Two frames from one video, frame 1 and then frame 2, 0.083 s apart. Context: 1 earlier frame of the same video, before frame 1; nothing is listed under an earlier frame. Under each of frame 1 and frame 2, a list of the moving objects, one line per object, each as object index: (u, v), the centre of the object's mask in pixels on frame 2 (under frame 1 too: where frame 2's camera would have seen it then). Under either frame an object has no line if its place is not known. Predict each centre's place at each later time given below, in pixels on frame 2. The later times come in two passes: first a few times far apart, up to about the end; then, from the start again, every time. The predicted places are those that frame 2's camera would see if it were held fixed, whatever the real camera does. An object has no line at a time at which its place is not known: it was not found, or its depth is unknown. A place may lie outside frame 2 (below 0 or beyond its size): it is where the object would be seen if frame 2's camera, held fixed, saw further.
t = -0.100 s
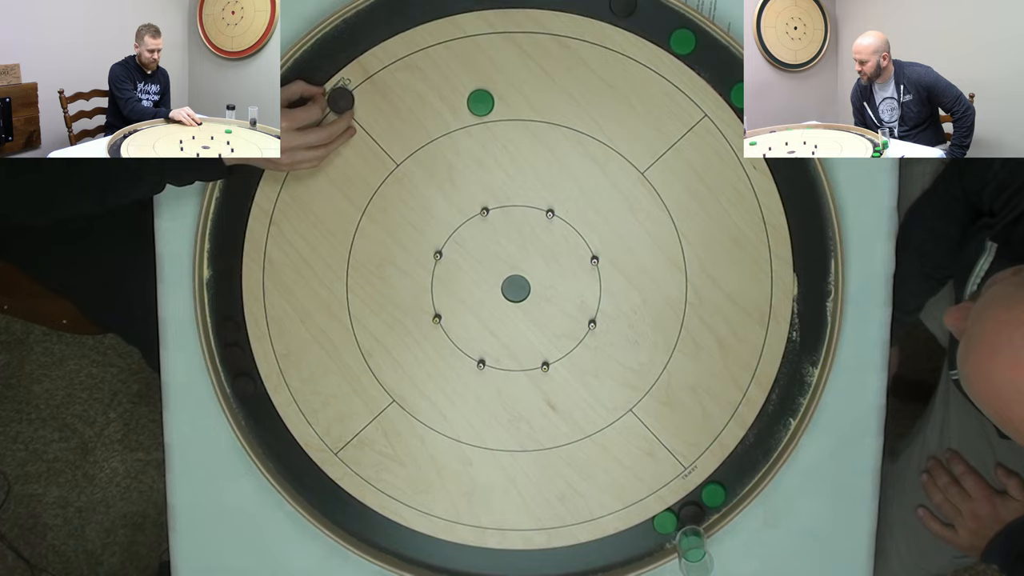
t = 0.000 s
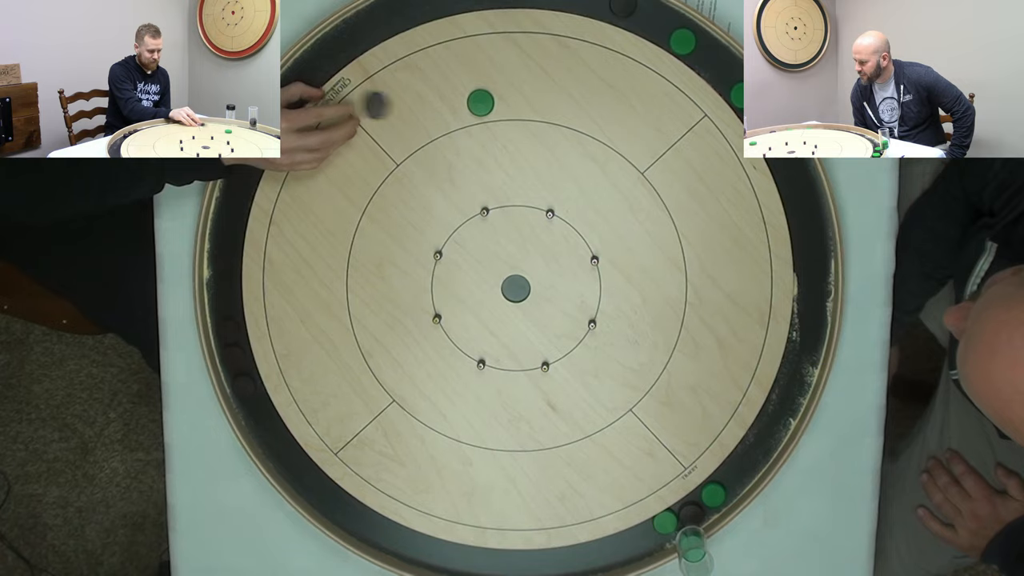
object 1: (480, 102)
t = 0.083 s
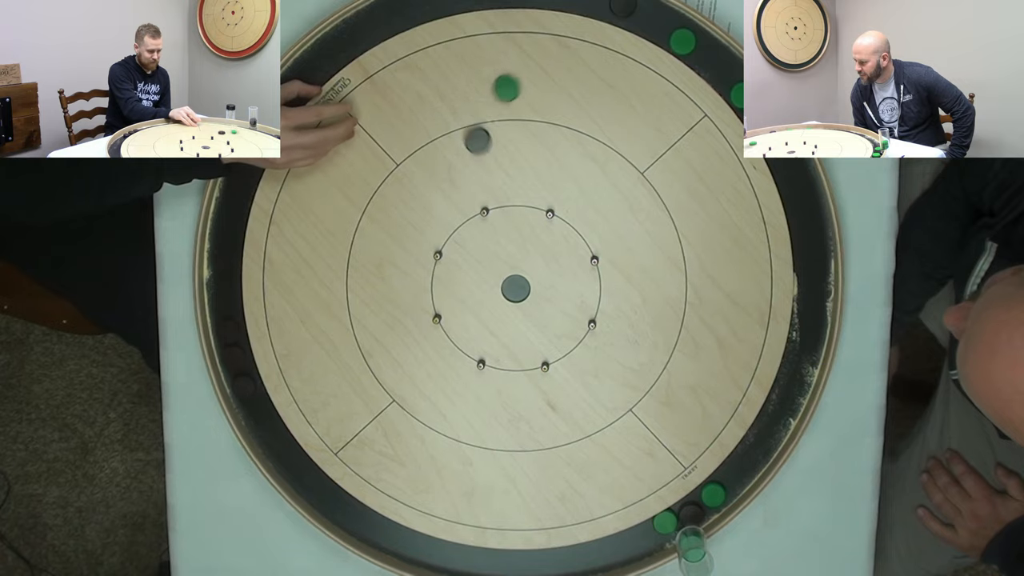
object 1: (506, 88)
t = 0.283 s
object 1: (653, 16)
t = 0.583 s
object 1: (664, 22)
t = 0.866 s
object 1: (665, 23)
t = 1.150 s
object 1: (665, 23)
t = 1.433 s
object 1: (665, 23)
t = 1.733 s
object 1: (665, 23)
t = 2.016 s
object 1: (665, 23)
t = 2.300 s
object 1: (665, 23)
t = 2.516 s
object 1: (665, 23)
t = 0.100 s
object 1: (521, 79)
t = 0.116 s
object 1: (535, 71)
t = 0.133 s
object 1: (548, 63)
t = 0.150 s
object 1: (563, 55)
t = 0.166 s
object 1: (576, 48)
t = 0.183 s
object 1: (589, 40)
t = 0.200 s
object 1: (602, 33)
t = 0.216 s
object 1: (616, 25)
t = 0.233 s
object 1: (627, 18)
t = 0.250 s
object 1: (640, 12)
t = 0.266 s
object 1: (649, 11)
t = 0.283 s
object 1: (653, 16)
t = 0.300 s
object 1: (656, 24)
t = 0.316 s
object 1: (658, 29)
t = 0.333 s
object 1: (659, 28)
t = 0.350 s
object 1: (660, 25)
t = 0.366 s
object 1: (662, 23)
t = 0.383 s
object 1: (663, 21)
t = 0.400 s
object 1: (664, 19)
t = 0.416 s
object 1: (665, 18)
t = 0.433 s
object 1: (666, 18)
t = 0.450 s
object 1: (666, 18)
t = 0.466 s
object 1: (666, 20)
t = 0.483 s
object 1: (665, 21)
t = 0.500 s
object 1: (665, 21)
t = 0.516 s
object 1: (665, 22)
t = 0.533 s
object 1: (665, 22)
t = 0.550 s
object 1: (665, 22)
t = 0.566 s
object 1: (665, 22)
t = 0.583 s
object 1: (664, 22)
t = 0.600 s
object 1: (665, 22)
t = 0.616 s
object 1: (665, 23)
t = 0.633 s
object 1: (665, 23)
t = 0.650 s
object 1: (665, 23)
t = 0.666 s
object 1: (665, 23)
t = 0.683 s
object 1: (665, 23)
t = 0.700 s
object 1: (665, 23)
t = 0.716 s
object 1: (665, 23)
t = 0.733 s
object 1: (665, 23)
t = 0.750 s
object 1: (665, 23)
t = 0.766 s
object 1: (665, 23)
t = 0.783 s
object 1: (665, 23)
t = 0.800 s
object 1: (665, 23)
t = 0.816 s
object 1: (665, 23)
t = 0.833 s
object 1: (665, 23)
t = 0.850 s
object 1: (665, 23)
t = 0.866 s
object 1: (665, 23)
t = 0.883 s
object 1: (665, 23)
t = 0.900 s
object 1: (665, 23)
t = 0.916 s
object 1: (665, 23)
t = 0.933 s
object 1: (665, 23)
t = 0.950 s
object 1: (665, 23)
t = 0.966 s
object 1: (665, 23)
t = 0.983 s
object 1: (665, 23)
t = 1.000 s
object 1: (665, 23)
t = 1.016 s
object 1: (665, 23)
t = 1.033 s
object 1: (665, 23)
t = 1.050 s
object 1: (665, 23)
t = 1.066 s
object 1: (665, 23)
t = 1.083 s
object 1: (665, 23)
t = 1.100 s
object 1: (665, 23)
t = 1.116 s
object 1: (665, 23)
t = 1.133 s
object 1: (665, 23)
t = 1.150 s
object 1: (665, 23)
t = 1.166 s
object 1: (665, 23)
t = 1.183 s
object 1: (665, 23)
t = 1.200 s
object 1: (665, 23)
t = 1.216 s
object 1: (665, 23)
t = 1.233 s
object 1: (665, 23)
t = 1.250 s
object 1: (665, 23)
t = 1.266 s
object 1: (665, 23)
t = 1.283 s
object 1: (665, 23)
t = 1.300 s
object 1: (665, 23)
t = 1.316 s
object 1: (665, 23)
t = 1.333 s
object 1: (665, 23)
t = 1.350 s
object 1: (665, 23)
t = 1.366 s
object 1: (665, 23)
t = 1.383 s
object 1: (665, 23)
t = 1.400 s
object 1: (665, 23)
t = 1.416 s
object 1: (665, 23)
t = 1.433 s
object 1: (665, 23)
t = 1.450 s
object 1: (665, 23)
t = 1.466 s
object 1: (665, 23)
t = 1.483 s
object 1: (665, 23)
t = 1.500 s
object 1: (665, 23)
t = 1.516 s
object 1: (665, 23)
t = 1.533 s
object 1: (665, 23)
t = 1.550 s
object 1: (665, 23)
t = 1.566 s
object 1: (665, 23)
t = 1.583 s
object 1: (665, 23)
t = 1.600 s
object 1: (665, 23)
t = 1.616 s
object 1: (665, 23)
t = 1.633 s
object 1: (665, 23)
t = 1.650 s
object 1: (665, 23)
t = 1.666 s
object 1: (665, 23)
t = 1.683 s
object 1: (665, 23)
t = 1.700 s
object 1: (665, 23)
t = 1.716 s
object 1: (665, 23)
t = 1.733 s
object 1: (665, 23)
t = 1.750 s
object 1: (665, 23)
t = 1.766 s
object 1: (665, 23)
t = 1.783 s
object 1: (665, 23)
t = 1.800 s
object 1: (665, 23)
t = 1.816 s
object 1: (665, 23)
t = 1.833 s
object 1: (665, 23)
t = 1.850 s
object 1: (665, 23)
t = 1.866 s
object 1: (665, 23)
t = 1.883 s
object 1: (665, 23)
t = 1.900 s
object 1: (665, 23)
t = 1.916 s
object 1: (665, 23)
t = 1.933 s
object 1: (665, 23)
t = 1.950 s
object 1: (665, 23)
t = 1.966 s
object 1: (665, 23)
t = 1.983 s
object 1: (665, 23)
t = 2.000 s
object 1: (665, 23)
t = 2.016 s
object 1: (665, 23)
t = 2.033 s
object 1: (665, 23)
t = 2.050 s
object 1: (665, 23)
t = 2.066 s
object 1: (665, 23)
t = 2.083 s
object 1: (665, 23)
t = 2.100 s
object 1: (665, 23)
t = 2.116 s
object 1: (665, 23)
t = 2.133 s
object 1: (665, 23)
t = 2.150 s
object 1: (665, 23)
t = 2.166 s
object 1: (665, 23)
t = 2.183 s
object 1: (665, 23)
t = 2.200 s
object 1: (665, 23)
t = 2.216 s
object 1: (665, 23)
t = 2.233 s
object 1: (665, 23)
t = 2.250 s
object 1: (665, 23)
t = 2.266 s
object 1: (665, 23)
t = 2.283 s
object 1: (665, 23)
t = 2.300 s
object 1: (665, 23)
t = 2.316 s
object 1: (665, 23)
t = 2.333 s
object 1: (665, 23)
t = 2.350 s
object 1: (665, 23)
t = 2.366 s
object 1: (665, 23)
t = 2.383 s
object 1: (665, 23)
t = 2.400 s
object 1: (665, 23)
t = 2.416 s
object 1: (665, 23)
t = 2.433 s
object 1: (665, 23)
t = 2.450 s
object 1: (665, 23)
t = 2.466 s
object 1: (665, 23)
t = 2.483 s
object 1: (664, 23)
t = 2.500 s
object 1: (665, 23)
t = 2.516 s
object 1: (665, 23)
